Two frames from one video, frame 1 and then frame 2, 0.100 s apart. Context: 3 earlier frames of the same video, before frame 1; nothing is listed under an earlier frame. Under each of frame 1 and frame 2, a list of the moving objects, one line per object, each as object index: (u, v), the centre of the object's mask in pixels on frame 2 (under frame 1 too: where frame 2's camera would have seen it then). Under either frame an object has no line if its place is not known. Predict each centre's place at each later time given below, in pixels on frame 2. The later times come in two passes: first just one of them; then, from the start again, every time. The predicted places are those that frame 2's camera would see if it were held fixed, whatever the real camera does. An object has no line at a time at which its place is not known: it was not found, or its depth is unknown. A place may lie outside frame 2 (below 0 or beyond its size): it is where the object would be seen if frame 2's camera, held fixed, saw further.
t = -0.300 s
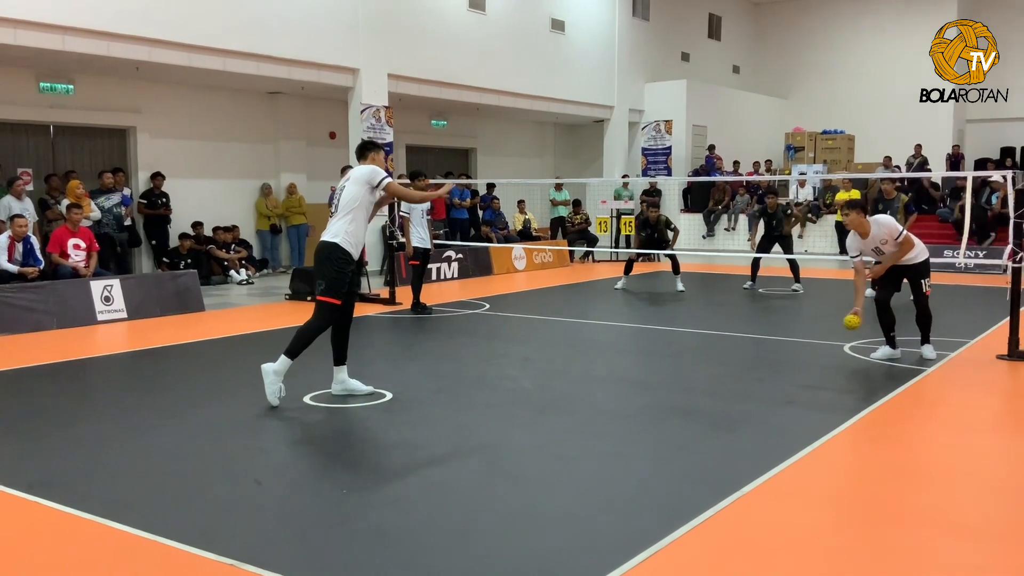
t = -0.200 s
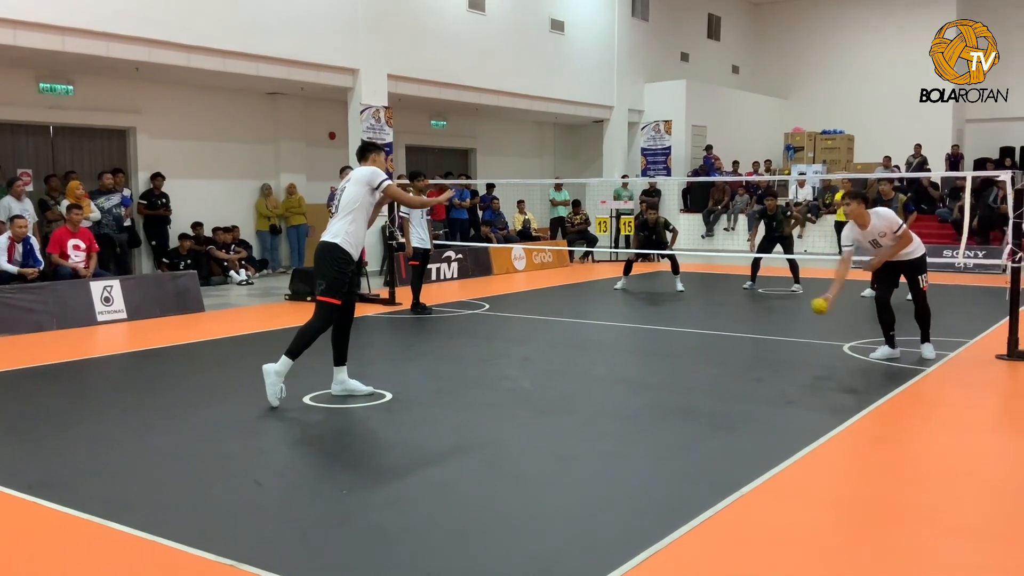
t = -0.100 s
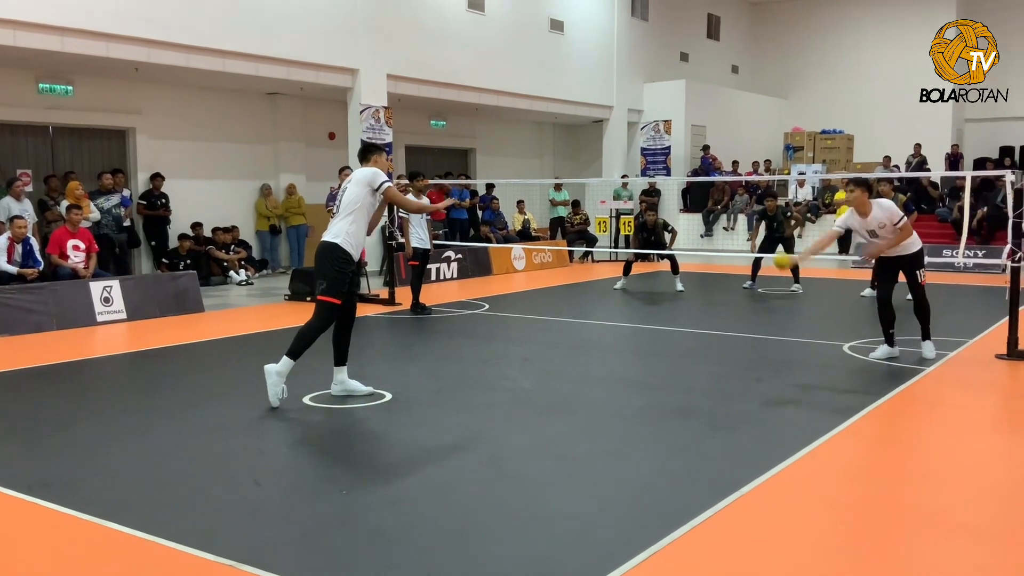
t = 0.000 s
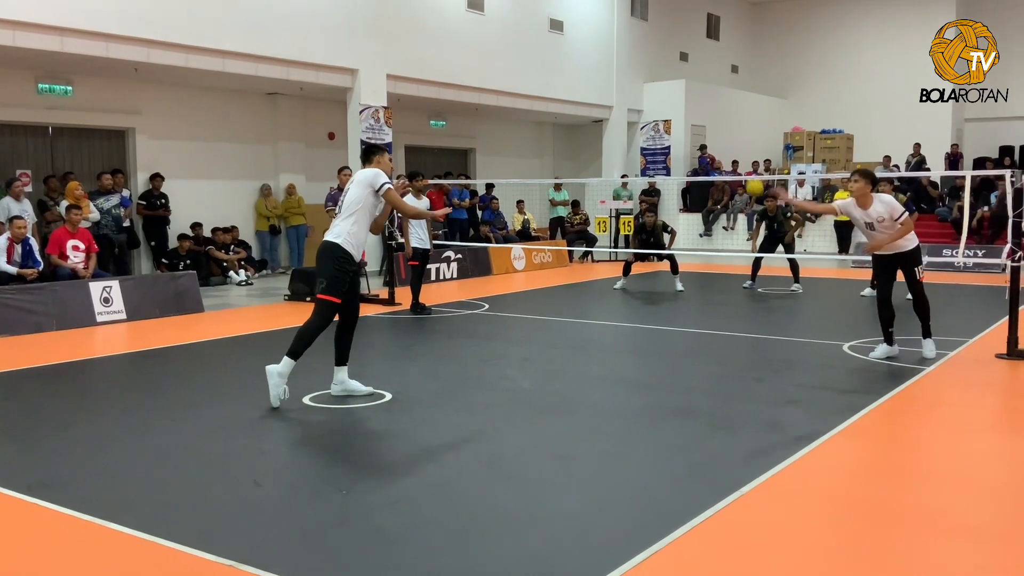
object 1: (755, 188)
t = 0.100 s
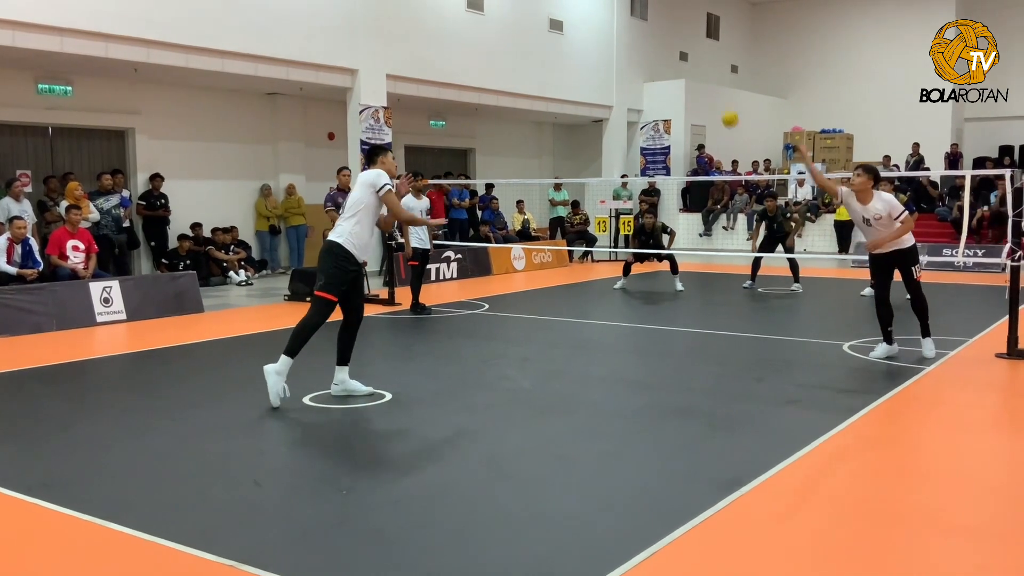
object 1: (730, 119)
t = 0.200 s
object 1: (705, 60)
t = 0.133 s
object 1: (722, 98)
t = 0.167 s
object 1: (714, 78)
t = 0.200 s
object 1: (705, 60)
